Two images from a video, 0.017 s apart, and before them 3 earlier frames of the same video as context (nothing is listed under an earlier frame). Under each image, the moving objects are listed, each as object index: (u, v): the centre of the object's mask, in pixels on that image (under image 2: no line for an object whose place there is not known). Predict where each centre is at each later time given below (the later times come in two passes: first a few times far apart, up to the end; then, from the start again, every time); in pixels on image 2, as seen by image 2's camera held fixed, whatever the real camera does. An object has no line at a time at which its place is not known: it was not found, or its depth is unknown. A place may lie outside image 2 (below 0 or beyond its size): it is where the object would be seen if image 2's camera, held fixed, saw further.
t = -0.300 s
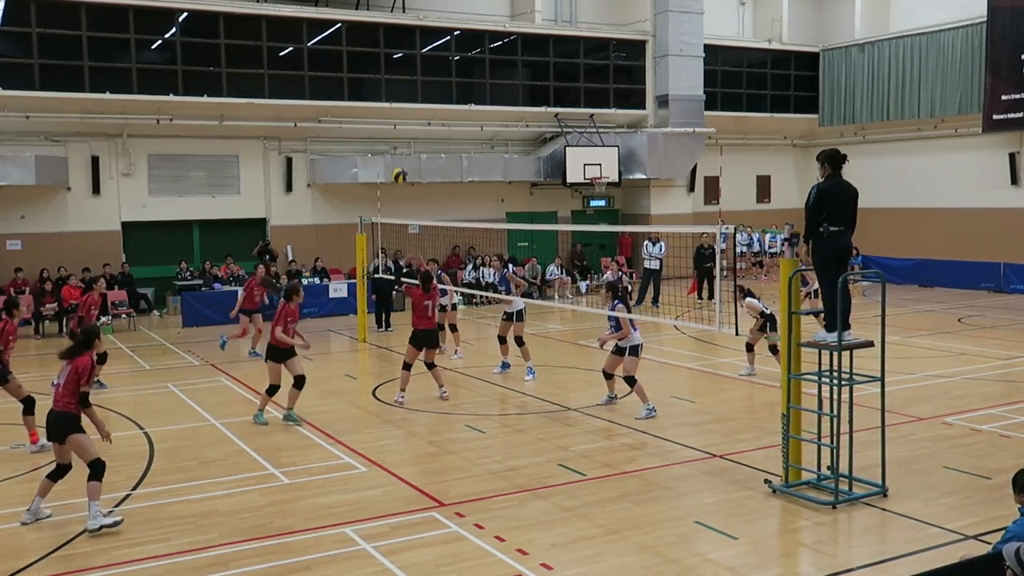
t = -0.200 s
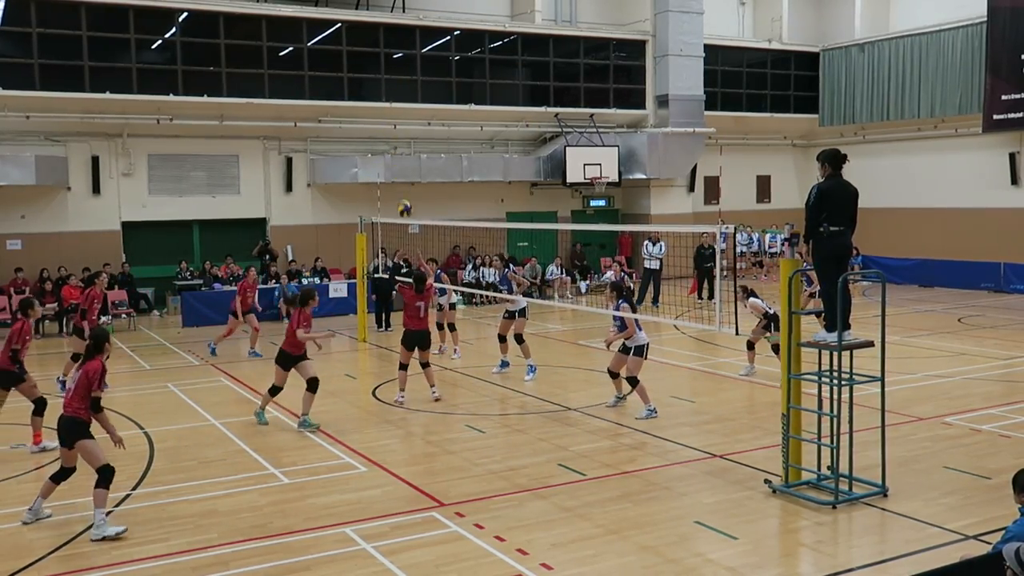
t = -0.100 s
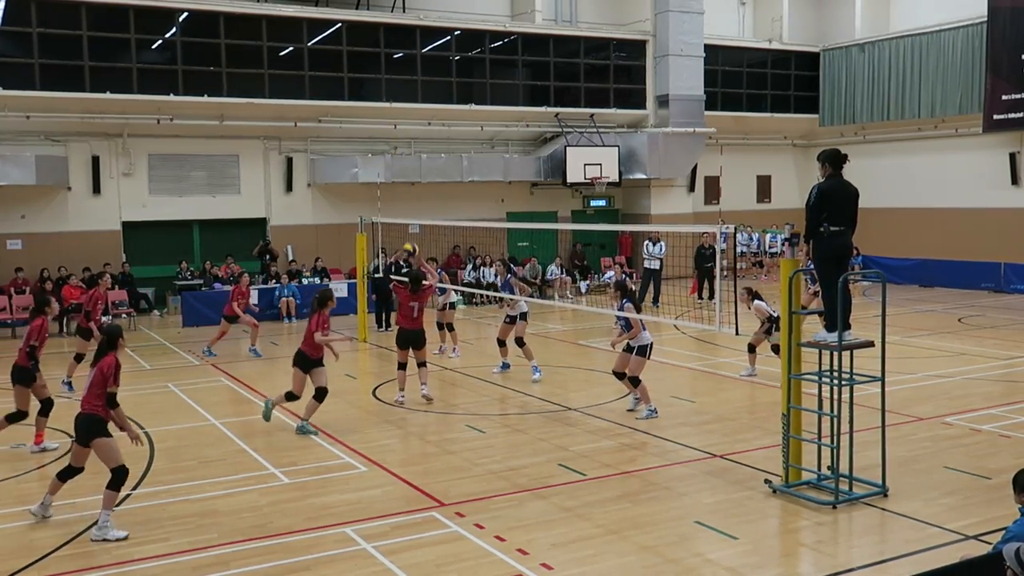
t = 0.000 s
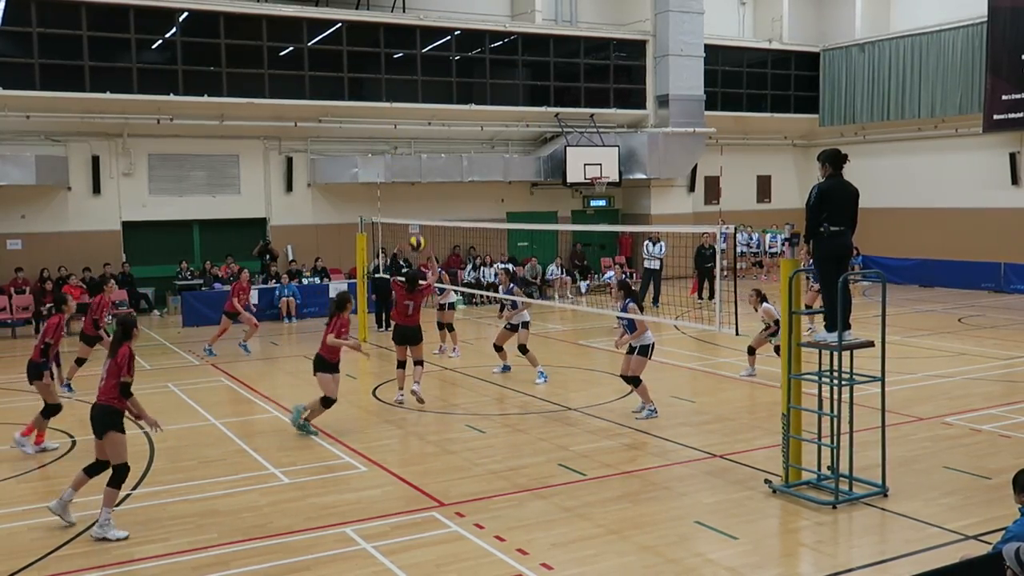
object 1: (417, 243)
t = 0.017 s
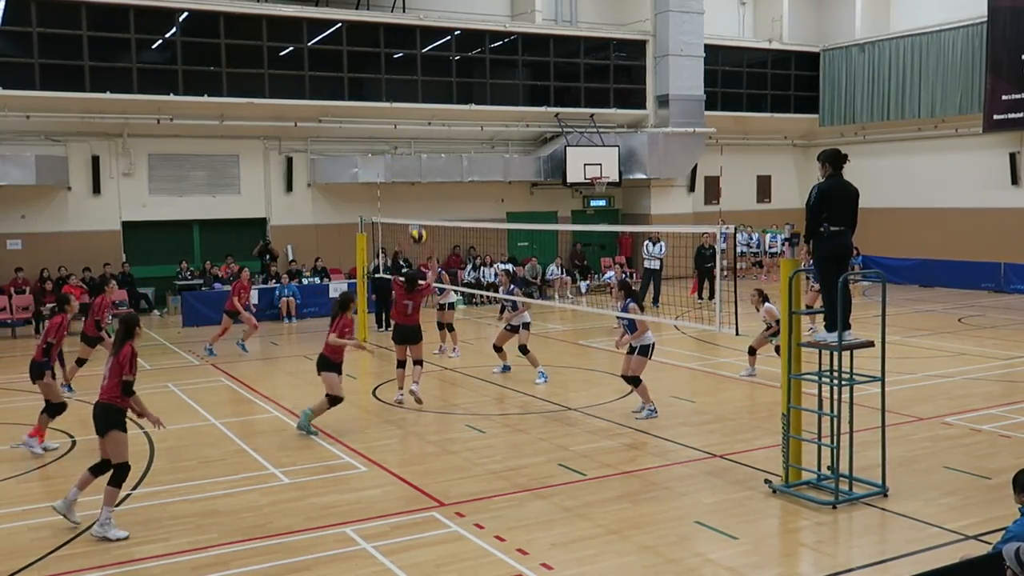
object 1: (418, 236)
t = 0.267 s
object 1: (449, 148)
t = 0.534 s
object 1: (487, 107)
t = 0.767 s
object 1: (523, 120)
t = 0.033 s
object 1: (420, 229)
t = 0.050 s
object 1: (423, 221)
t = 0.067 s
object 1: (424, 215)
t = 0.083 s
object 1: (426, 208)
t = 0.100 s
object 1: (429, 202)
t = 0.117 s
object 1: (431, 196)
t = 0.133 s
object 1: (432, 189)
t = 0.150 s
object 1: (434, 184)
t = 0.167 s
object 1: (437, 178)
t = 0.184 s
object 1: (439, 172)
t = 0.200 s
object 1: (441, 167)
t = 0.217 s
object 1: (443, 162)
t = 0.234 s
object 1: (445, 157)
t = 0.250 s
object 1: (447, 152)
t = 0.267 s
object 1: (449, 148)
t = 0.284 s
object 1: (451, 144)
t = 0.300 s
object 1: (453, 140)
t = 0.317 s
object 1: (456, 136)
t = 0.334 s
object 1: (458, 133)
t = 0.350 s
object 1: (461, 129)
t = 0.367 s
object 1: (463, 126)
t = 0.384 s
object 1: (465, 123)
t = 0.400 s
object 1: (468, 120)
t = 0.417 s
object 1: (470, 118)
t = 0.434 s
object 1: (472, 115)
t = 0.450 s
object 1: (474, 113)
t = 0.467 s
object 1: (477, 111)
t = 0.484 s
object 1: (479, 110)
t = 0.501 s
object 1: (482, 109)
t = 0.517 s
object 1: (485, 108)
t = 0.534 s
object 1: (487, 107)
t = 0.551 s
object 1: (490, 106)
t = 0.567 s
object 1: (492, 106)
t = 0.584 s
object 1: (495, 106)
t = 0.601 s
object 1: (497, 105)
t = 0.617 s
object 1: (499, 106)
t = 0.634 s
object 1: (502, 106)
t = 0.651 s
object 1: (504, 107)
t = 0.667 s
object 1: (507, 108)
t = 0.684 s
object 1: (509, 110)
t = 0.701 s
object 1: (512, 111)
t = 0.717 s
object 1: (515, 113)
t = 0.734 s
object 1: (517, 116)
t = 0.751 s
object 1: (520, 118)
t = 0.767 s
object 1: (523, 120)
